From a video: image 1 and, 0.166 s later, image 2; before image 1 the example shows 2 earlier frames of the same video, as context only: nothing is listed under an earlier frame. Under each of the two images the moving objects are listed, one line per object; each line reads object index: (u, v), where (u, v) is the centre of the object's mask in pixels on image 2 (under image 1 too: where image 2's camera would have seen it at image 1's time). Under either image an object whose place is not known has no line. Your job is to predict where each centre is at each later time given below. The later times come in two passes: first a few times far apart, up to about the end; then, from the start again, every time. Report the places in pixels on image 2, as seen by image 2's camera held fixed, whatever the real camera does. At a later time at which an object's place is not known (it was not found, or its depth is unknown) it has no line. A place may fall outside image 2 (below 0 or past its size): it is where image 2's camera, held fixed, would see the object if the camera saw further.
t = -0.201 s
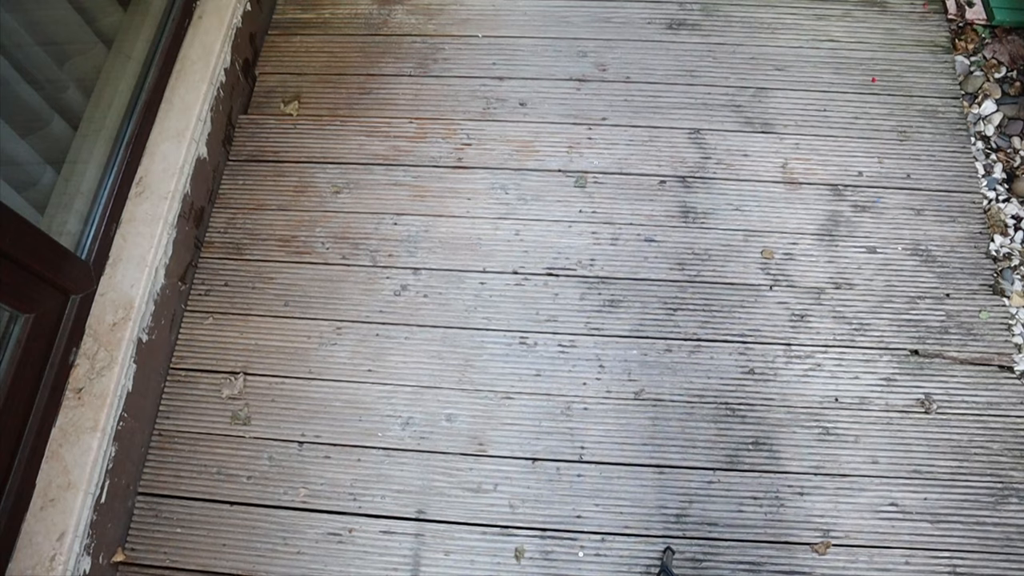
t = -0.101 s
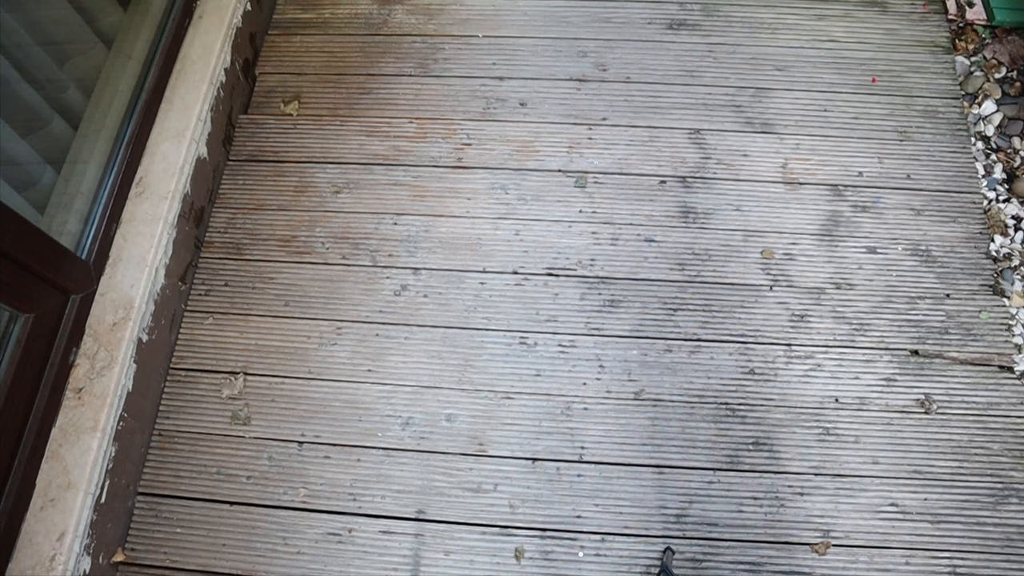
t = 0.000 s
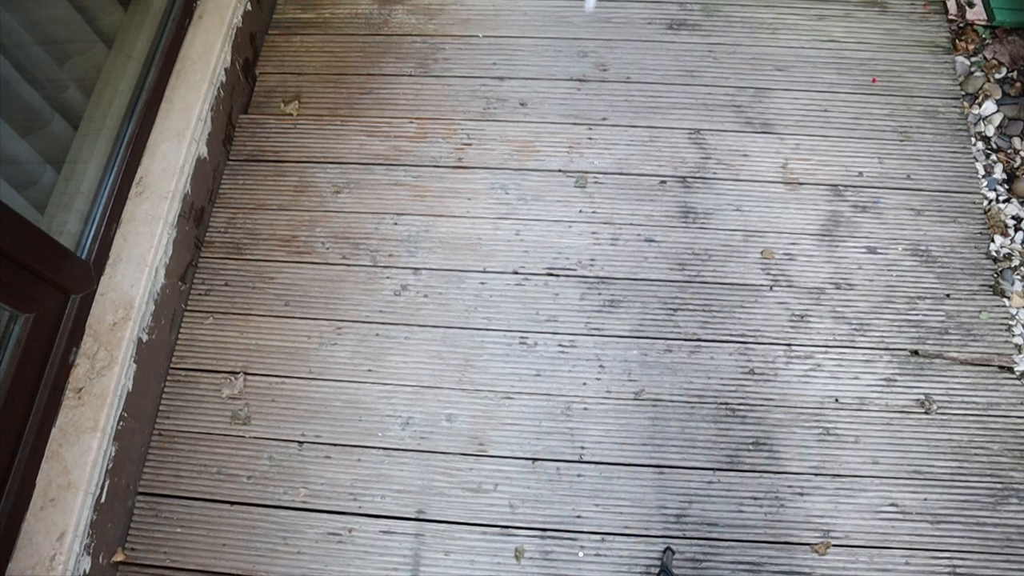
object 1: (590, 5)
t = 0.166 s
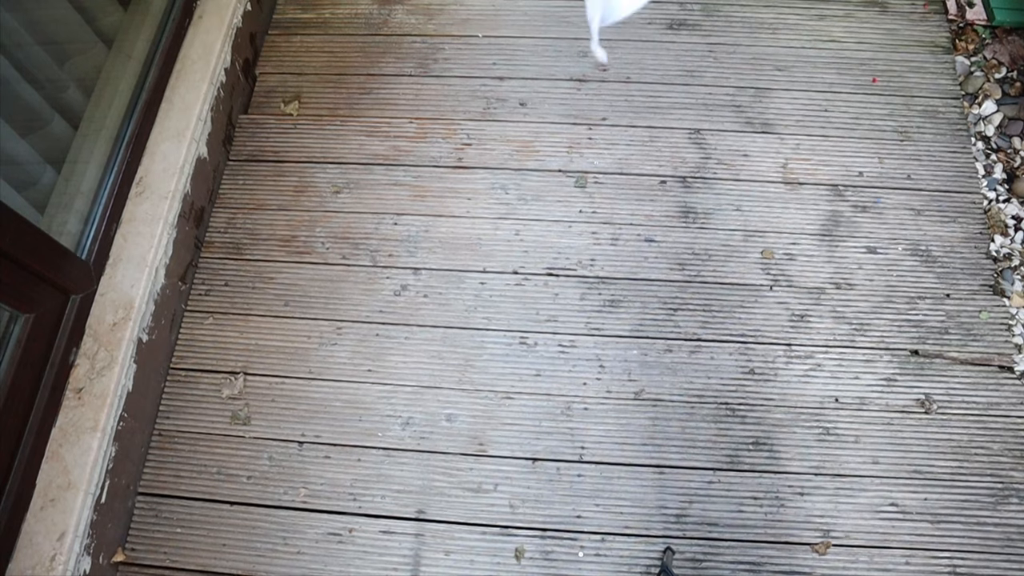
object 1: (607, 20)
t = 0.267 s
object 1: (592, 20)
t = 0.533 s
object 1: (612, 69)
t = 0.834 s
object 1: (604, 141)
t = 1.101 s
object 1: (598, 194)
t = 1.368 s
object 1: (595, 235)
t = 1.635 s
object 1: (584, 271)
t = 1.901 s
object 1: (573, 301)
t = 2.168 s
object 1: (568, 326)
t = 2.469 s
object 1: (557, 351)
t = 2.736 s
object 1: (549, 372)
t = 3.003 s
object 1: (544, 392)
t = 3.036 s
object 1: (543, 394)
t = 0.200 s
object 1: (587, 24)
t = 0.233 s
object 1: (570, 26)
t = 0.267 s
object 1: (592, 20)
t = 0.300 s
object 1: (612, 25)
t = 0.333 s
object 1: (607, 42)
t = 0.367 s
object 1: (599, 49)
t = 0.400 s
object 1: (607, 46)
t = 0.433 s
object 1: (609, 53)
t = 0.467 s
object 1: (606, 61)
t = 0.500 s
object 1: (609, 60)
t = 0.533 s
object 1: (612, 69)
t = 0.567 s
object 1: (611, 82)
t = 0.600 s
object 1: (607, 92)
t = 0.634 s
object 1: (604, 97)
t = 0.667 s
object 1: (604, 104)
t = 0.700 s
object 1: (607, 113)
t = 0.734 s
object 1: (607, 122)
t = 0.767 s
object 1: (606, 130)
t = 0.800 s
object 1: (605, 135)
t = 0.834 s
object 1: (604, 141)
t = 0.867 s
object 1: (604, 149)
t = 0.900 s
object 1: (606, 155)
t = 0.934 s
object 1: (607, 161)
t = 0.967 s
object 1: (607, 169)
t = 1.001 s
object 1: (605, 179)
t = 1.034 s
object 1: (601, 187)
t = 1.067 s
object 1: (598, 190)
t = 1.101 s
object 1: (598, 194)
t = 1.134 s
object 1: (599, 200)
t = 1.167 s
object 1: (599, 207)
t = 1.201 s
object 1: (597, 212)
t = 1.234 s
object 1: (595, 216)
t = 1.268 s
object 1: (595, 221)
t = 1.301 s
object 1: (595, 226)
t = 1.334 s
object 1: (595, 230)
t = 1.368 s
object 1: (595, 235)
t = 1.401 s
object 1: (594, 244)
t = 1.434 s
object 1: (592, 249)
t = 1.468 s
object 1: (588, 253)
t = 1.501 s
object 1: (586, 256)
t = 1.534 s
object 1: (586, 259)
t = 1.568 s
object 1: (587, 263)
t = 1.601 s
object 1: (585, 268)
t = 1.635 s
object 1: (584, 271)
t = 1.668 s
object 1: (583, 275)
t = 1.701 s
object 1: (582, 278)
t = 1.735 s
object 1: (582, 282)
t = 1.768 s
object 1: (581, 286)
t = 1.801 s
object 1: (581, 291)
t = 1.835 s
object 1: (578, 297)
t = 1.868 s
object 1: (575, 300)
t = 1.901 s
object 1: (573, 301)
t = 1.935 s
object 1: (573, 304)
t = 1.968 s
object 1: (573, 307)
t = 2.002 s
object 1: (571, 311)
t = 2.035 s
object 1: (570, 314)
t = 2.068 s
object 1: (569, 317)
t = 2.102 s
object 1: (569, 320)
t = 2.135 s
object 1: (569, 323)
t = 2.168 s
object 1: (568, 326)
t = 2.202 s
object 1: (567, 331)
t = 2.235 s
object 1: (564, 335)
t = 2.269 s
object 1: (562, 337)
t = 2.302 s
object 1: (561, 339)
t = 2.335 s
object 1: (560, 341)
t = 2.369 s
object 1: (559, 344)
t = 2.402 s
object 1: (559, 346)
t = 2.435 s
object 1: (558, 348)
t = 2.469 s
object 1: (557, 351)
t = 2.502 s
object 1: (557, 354)
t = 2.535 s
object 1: (556, 356)
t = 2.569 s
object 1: (555, 360)
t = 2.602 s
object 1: (555, 363)
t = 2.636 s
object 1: (552, 367)
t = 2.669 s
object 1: (550, 368)
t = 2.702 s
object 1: (549, 369)
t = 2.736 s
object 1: (549, 372)
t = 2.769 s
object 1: (549, 374)
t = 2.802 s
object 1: (548, 376)
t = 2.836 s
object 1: (548, 378)
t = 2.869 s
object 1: (547, 381)
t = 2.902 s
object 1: (547, 383)
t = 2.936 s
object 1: (546, 385)
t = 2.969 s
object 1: (546, 388)
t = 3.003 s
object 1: (544, 392)
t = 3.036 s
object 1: (543, 394)
